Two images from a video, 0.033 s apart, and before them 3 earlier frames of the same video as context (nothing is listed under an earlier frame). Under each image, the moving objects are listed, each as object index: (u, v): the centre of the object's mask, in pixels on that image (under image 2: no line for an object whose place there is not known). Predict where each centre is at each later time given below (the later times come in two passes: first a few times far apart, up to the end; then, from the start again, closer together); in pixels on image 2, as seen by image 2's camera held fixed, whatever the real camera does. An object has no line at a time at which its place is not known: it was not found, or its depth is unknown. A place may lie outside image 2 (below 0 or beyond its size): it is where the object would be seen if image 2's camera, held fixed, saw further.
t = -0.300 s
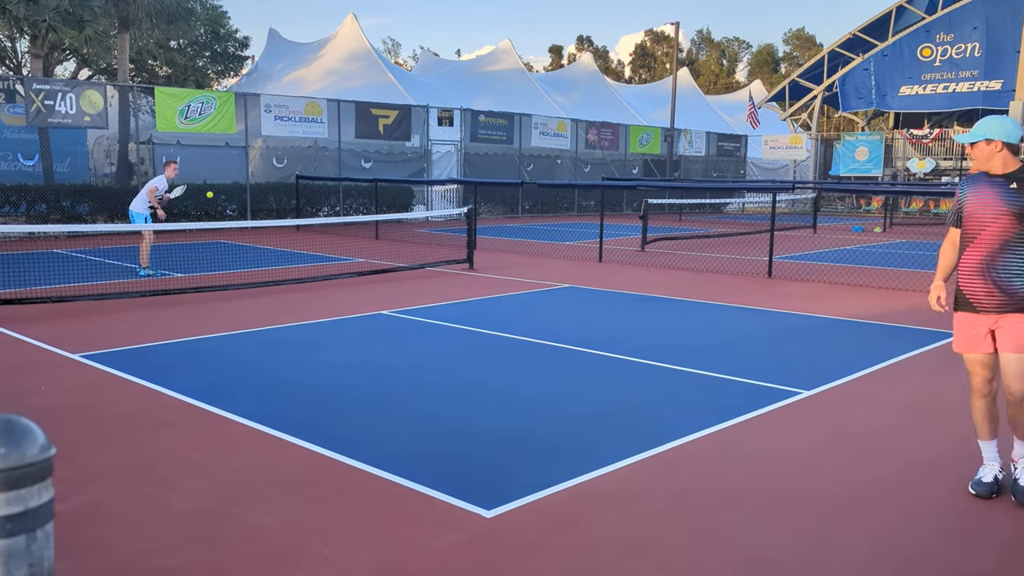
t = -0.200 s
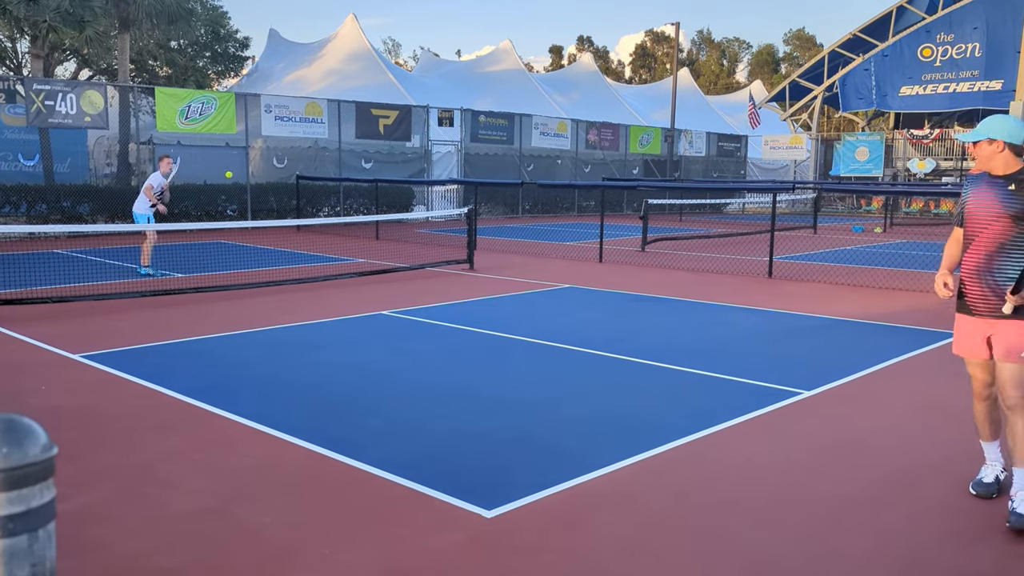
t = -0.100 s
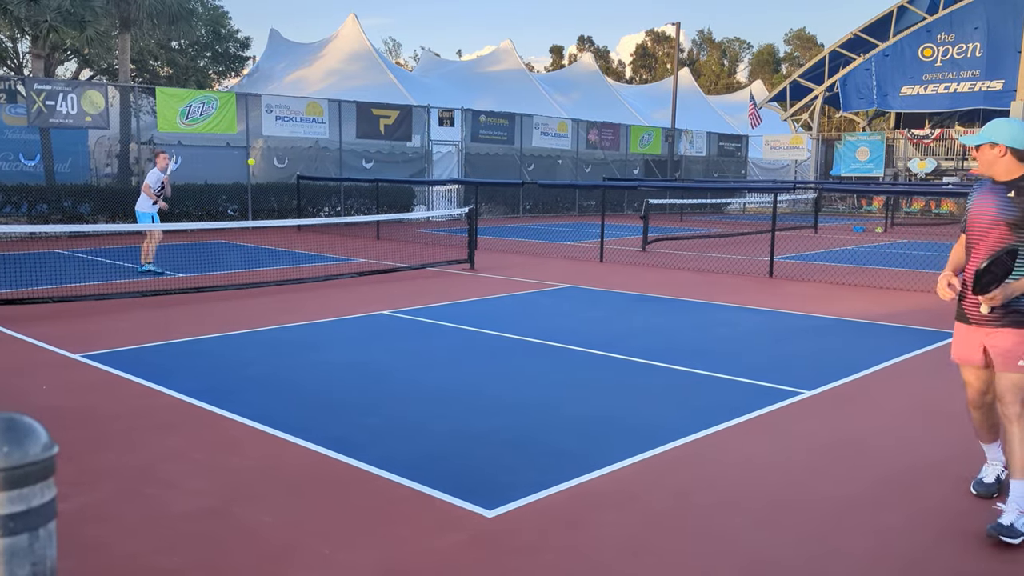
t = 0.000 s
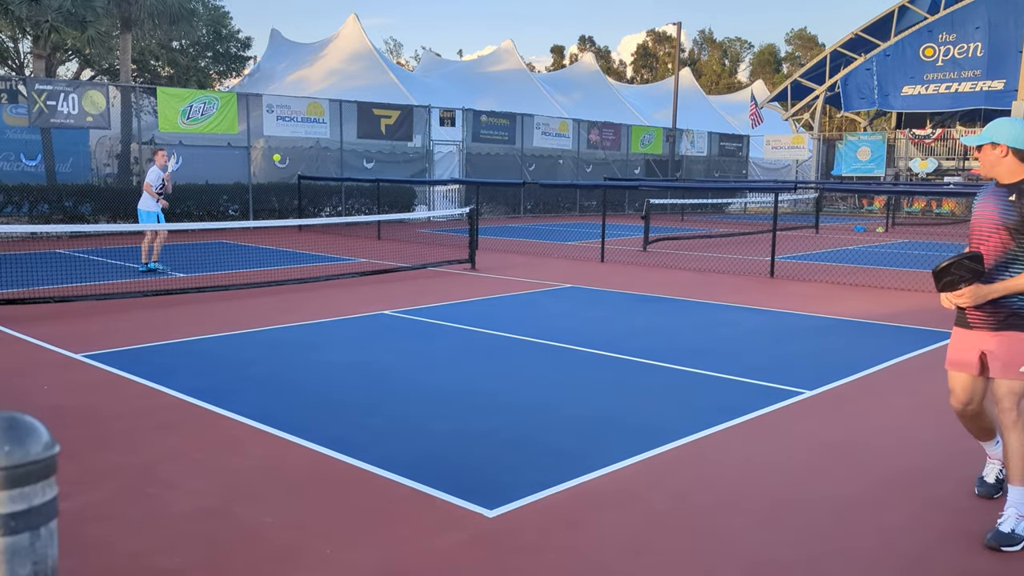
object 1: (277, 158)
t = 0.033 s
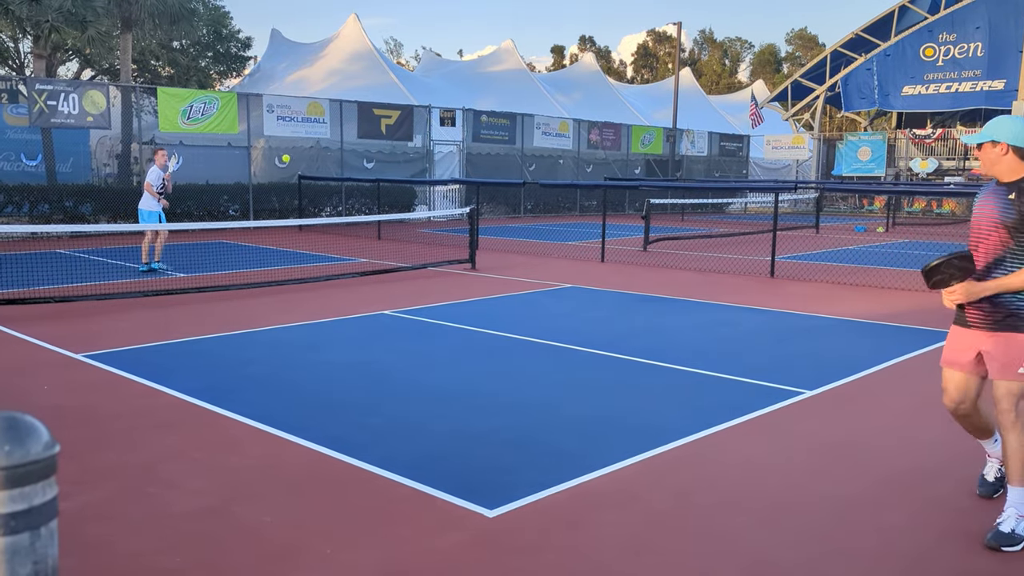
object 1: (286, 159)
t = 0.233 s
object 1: (346, 188)
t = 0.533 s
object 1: (463, 338)
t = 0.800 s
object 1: (556, 309)
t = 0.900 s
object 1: (594, 309)
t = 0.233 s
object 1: (346, 188)
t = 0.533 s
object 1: (463, 338)
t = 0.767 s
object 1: (544, 312)
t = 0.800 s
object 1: (556, 309)
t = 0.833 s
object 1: (568, 307)
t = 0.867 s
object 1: (581, 307)
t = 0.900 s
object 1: (594, 309)
